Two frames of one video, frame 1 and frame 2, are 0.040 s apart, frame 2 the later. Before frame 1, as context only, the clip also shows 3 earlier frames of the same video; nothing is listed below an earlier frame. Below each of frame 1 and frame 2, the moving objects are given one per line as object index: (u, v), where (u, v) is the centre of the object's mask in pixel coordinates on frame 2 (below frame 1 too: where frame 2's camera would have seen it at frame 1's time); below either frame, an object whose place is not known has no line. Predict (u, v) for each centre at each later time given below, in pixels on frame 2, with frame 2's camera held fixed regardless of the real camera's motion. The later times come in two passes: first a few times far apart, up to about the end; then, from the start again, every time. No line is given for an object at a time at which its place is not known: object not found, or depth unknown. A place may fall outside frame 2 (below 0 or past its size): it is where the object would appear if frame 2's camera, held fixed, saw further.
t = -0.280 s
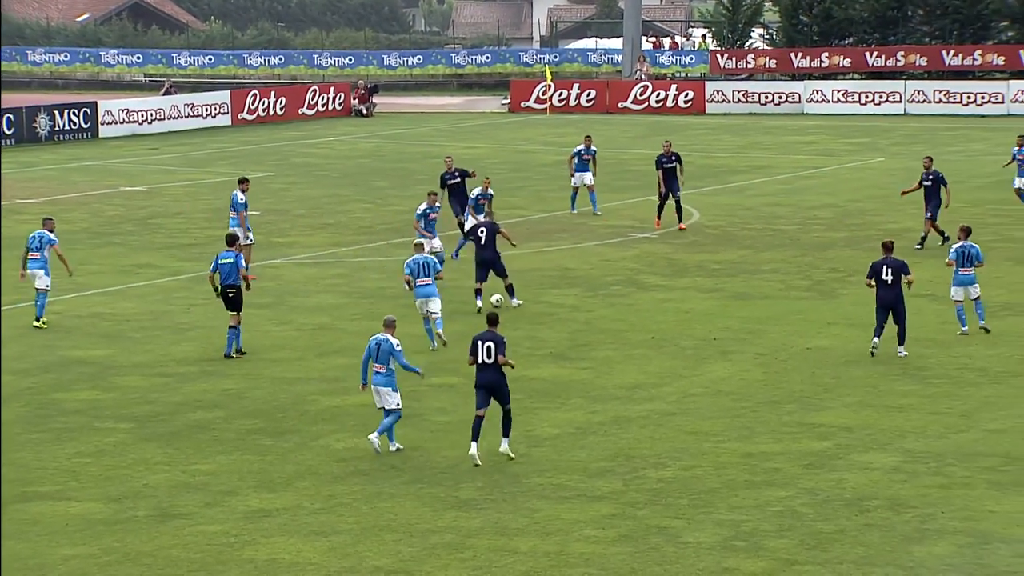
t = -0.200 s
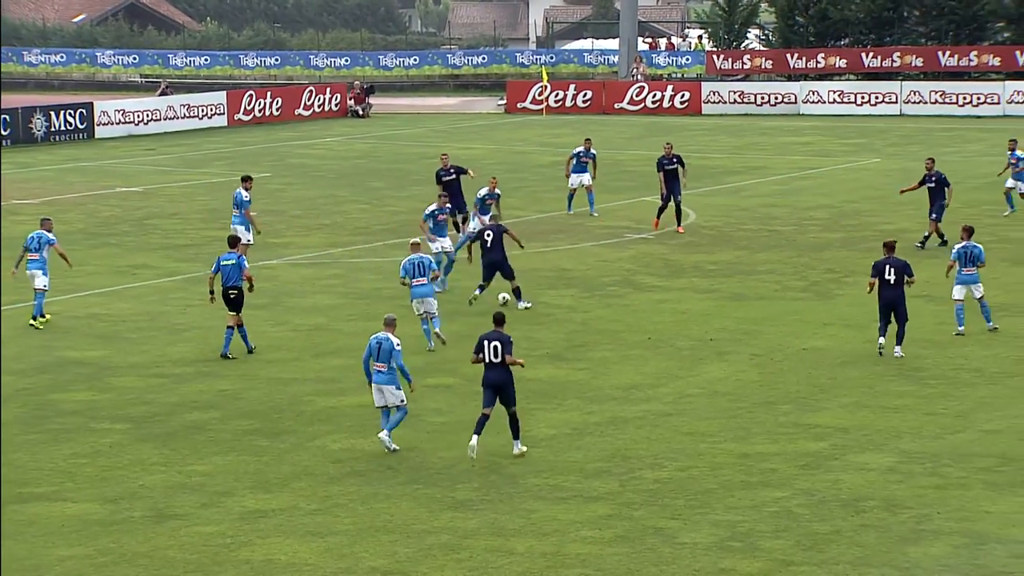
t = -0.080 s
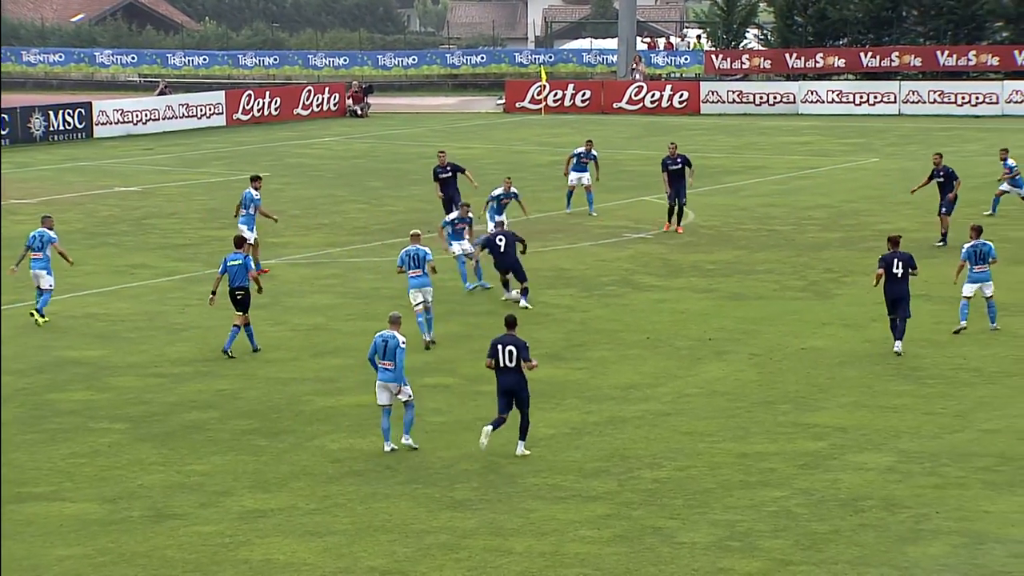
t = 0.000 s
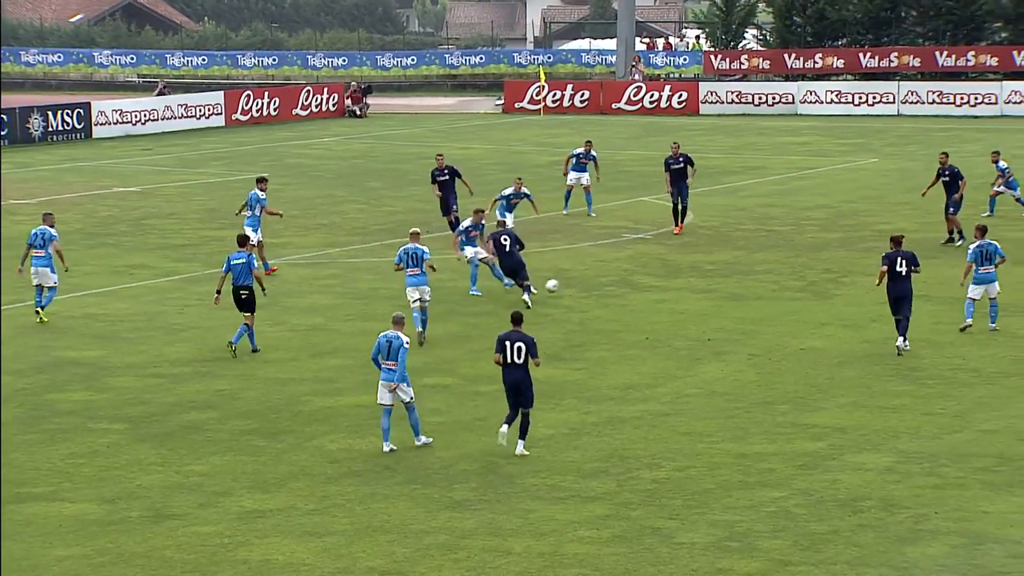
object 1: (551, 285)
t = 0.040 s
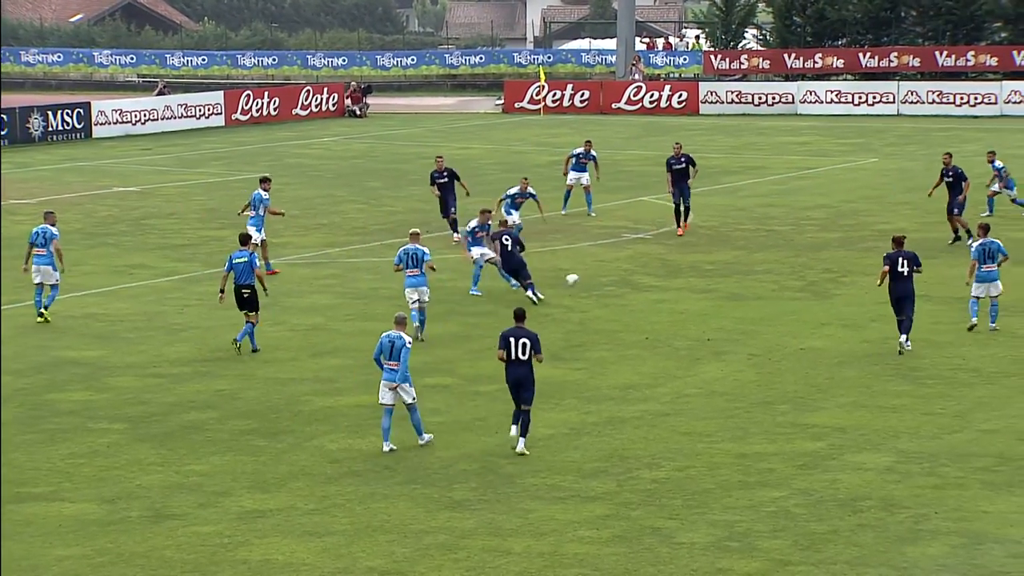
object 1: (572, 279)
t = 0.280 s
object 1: (686, 271)
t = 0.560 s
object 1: (796, 253)
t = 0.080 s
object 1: (592, 275)
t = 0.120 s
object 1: (611, 272)
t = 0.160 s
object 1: (630, 270)
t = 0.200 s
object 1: (648, 269)
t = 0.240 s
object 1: (667, 270)
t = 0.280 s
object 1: (686, 271)
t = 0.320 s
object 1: (702, 266)
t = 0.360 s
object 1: (718, 262)
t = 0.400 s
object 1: (735, 260)
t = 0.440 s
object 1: (751, 258)
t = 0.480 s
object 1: (767, 258)
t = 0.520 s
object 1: (782, 256)
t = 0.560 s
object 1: (796, 253)
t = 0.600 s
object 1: (811, 250)
